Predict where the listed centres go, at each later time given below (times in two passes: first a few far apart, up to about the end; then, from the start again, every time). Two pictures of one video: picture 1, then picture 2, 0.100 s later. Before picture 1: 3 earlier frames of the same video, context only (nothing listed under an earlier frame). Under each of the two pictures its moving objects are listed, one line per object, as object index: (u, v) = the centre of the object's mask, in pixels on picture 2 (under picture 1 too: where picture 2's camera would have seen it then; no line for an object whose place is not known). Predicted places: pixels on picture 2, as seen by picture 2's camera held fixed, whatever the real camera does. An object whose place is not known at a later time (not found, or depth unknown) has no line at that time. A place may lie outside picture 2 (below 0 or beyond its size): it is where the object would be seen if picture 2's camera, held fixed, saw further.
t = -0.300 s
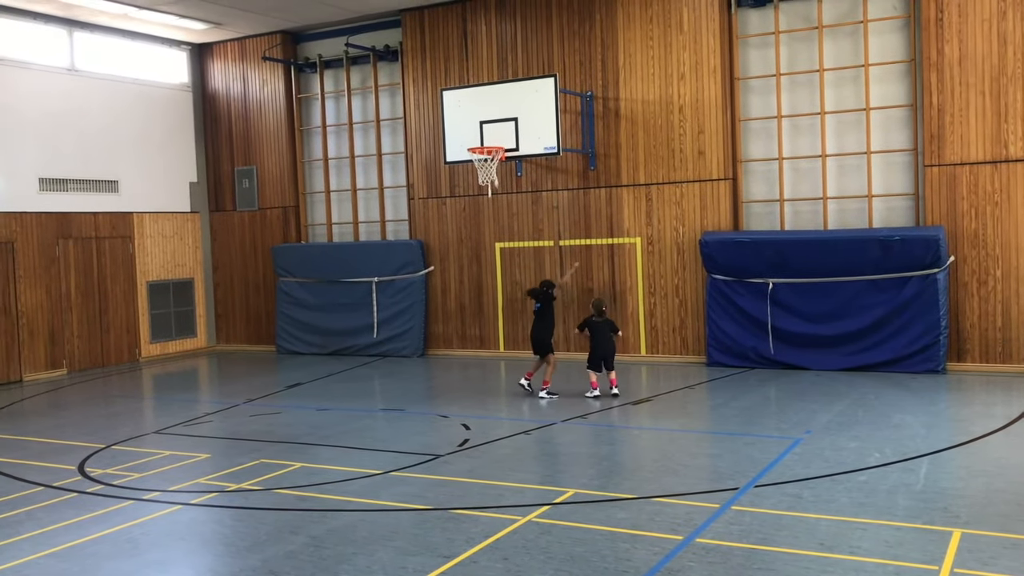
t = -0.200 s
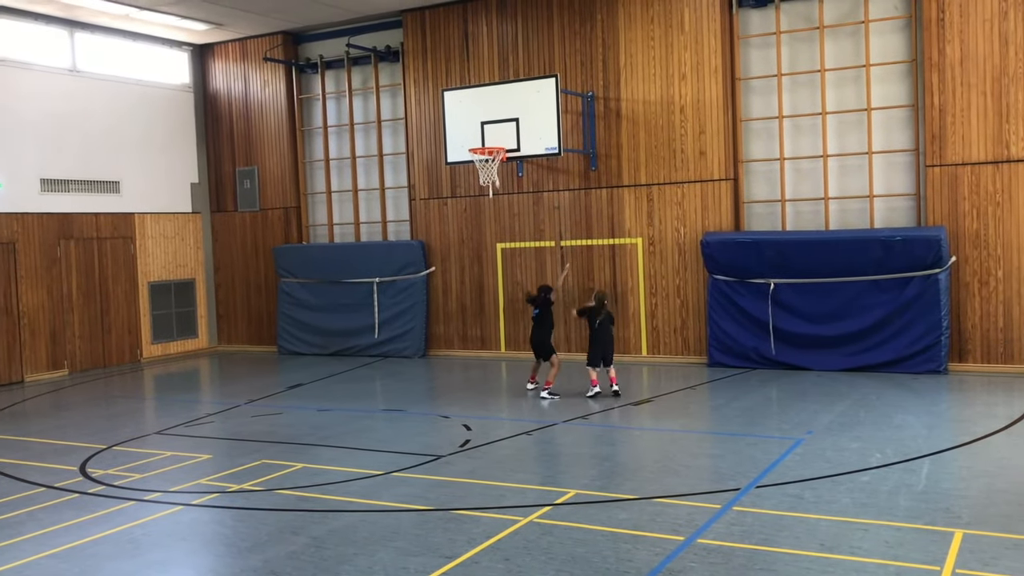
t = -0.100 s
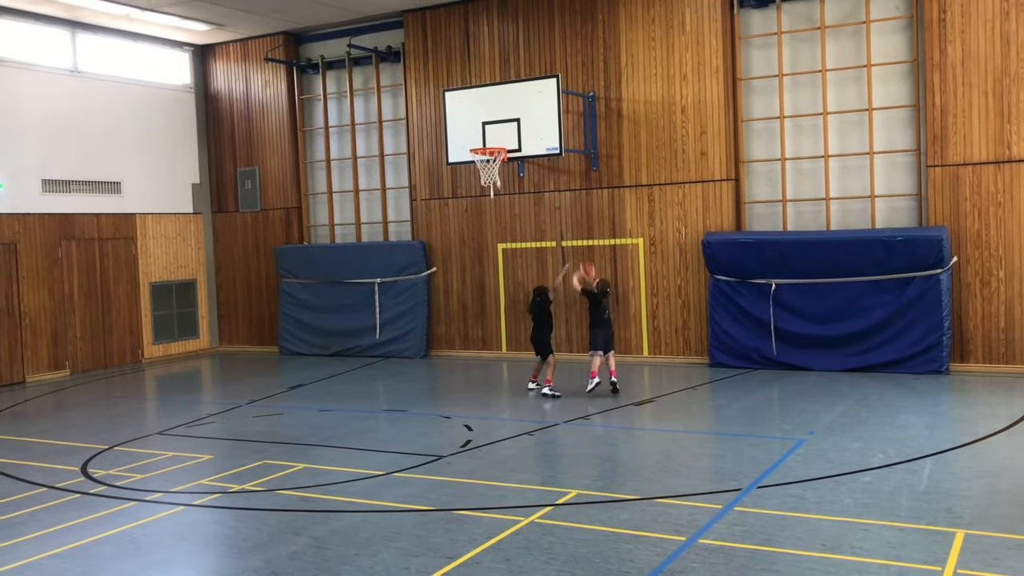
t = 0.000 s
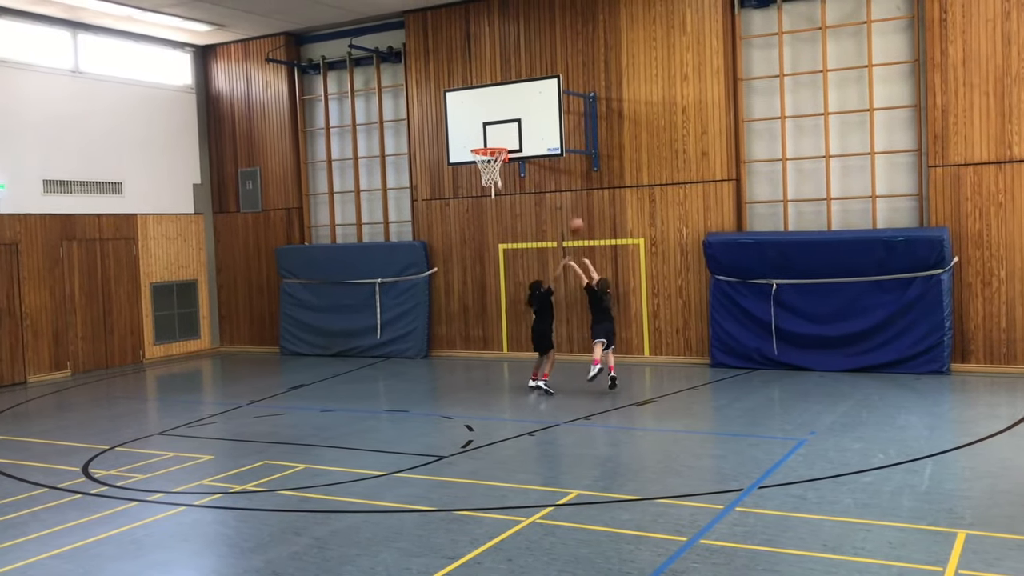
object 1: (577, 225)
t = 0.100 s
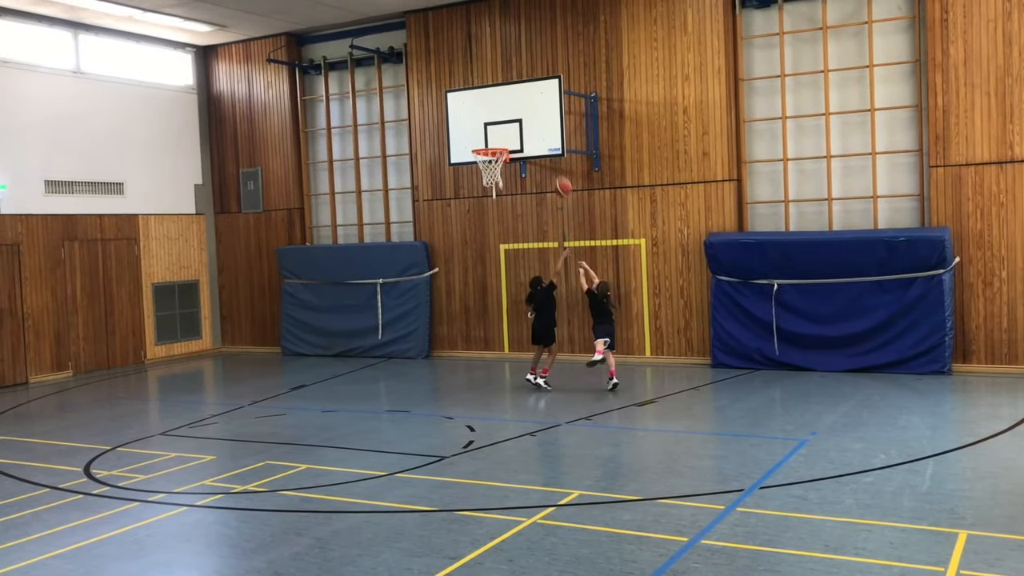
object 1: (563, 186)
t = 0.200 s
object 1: (550, 157)
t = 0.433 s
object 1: (524, 119)
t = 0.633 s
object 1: (505, 119)
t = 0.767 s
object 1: (490, 133)
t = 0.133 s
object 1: (558, 174)
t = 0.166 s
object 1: (555, 165)
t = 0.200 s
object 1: (550, 157)
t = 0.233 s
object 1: (547, 148)
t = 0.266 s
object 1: (542, 141)
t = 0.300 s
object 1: (539, 135)
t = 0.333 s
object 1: (535, 130)
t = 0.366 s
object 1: (531, 125)
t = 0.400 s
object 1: (528, 122)
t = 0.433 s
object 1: (524, 119)
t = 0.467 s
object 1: (521, 117)
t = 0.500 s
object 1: (518, 116)
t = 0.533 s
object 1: (514, 116)
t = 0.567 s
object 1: (511, 117)
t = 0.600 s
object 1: (508, 118)
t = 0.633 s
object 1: (505, 119)
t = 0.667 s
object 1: (500, 122)
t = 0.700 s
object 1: (497, 125)
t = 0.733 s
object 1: (493, 129)
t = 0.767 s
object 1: (490, 133)
